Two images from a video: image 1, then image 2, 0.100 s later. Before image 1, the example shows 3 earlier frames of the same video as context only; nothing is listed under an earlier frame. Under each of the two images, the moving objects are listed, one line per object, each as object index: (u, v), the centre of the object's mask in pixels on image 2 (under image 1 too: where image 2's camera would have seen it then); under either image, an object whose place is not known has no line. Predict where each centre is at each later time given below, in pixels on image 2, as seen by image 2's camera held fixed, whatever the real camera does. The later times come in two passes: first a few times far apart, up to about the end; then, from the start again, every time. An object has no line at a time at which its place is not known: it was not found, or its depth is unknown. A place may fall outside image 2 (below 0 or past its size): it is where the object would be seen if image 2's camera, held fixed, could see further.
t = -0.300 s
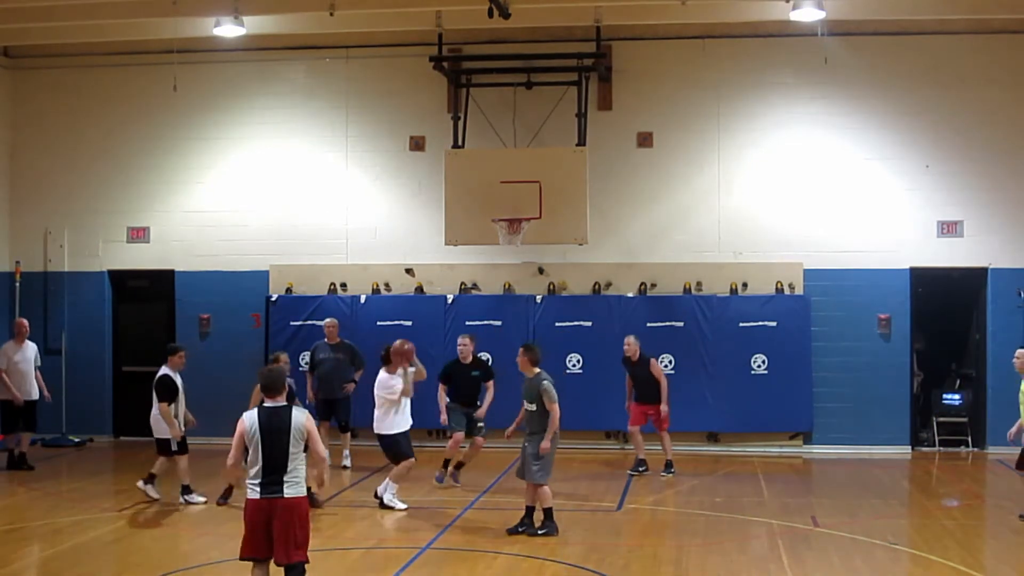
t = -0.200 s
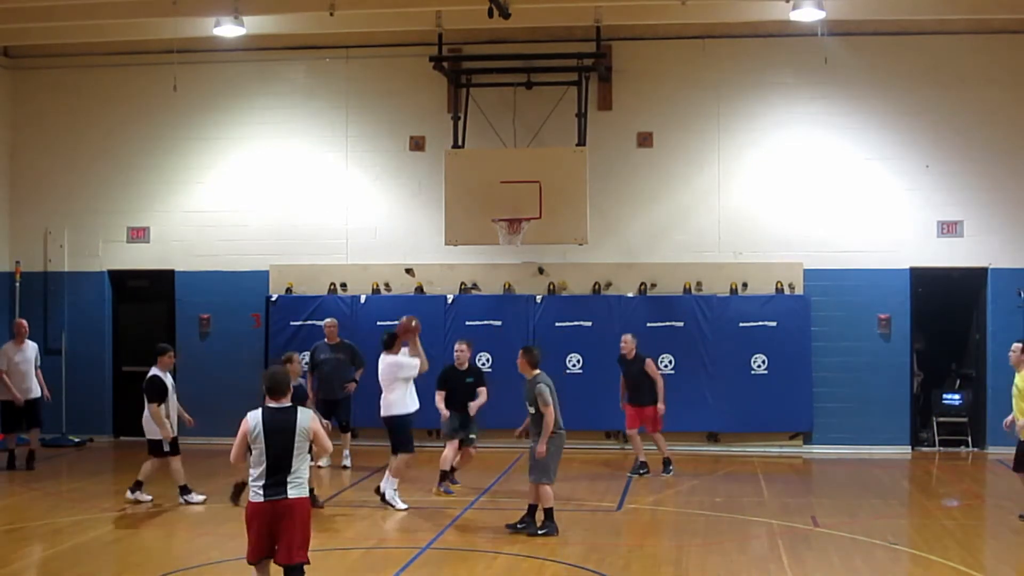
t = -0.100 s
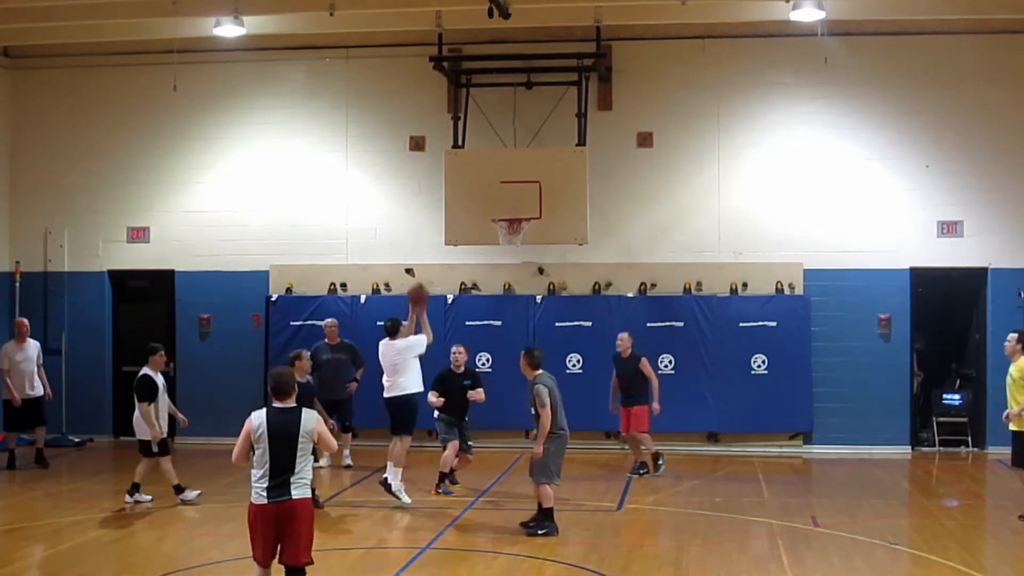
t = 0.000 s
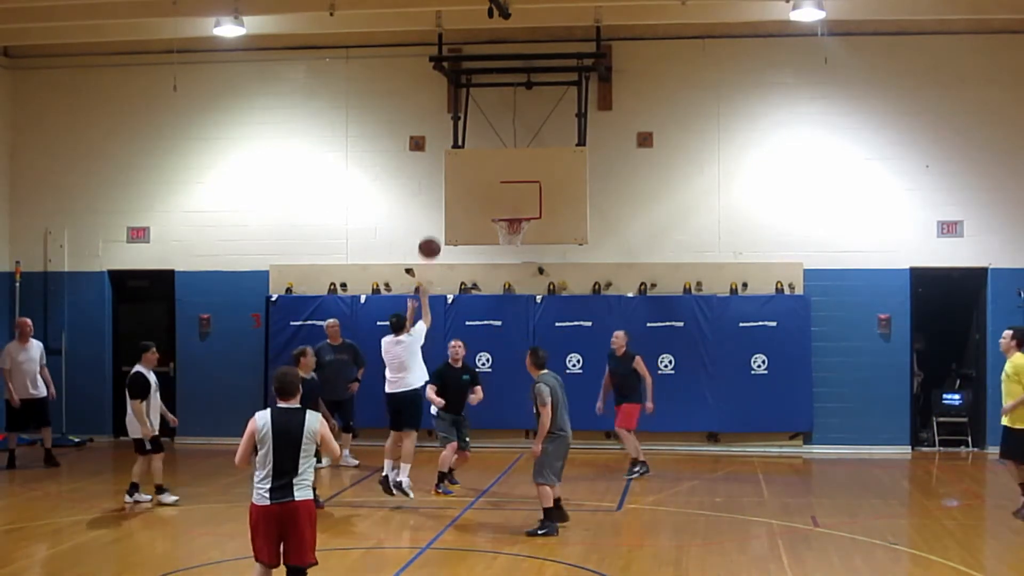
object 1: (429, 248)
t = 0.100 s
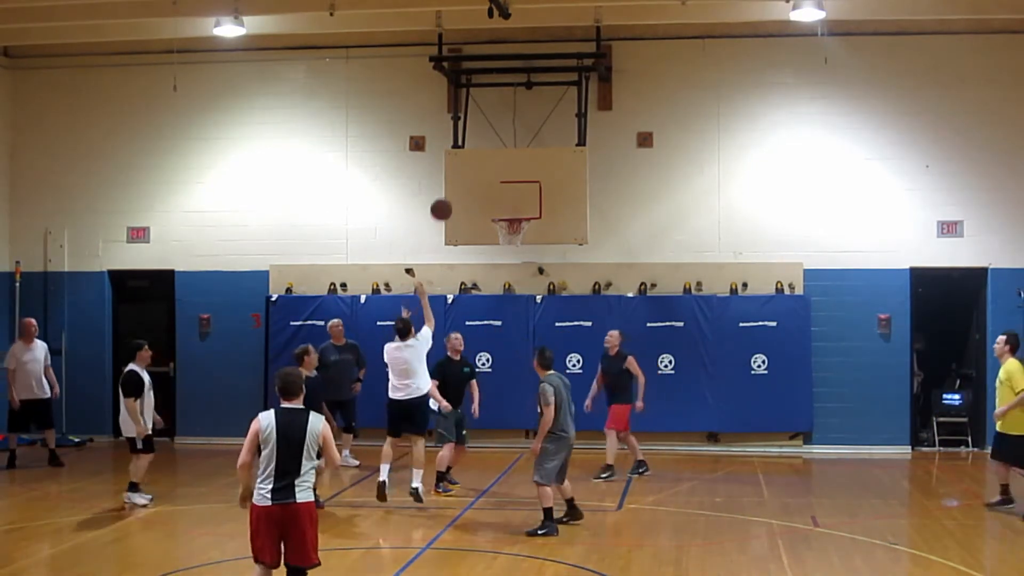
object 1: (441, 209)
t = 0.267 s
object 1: (459, 169)
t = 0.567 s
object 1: (488, 161)
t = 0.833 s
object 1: (512, 213)
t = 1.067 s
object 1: (511, 244)
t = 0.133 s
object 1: (445, 199)
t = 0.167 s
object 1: (449, 190)
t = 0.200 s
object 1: (452, 182)
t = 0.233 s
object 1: (456, 175)
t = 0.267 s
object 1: (459, 169)
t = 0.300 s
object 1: (463, 164)
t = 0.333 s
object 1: (466, 160)
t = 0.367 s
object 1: (470, 157)
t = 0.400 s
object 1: (473, 156)
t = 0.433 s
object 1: (476, 155)
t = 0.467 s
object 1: (479, 155)
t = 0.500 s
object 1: (482, 156)
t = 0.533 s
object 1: (485, 158)
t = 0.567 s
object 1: (488, 161)
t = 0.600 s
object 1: (491, 165)
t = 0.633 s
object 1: (495, 169)
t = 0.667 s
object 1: (497, 174)
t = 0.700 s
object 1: (500, 181)
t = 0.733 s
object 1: (503, 188)
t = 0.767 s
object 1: (506, 196)
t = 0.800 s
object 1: (509, 205)
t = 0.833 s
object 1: (512, 213)
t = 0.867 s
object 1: (515, 216)
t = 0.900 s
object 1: (516, 226)
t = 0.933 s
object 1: (519, 236)
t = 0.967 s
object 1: (517, 238)
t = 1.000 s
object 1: (515, 238)
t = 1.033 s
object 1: (513, 241)
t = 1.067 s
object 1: (511, 244)
